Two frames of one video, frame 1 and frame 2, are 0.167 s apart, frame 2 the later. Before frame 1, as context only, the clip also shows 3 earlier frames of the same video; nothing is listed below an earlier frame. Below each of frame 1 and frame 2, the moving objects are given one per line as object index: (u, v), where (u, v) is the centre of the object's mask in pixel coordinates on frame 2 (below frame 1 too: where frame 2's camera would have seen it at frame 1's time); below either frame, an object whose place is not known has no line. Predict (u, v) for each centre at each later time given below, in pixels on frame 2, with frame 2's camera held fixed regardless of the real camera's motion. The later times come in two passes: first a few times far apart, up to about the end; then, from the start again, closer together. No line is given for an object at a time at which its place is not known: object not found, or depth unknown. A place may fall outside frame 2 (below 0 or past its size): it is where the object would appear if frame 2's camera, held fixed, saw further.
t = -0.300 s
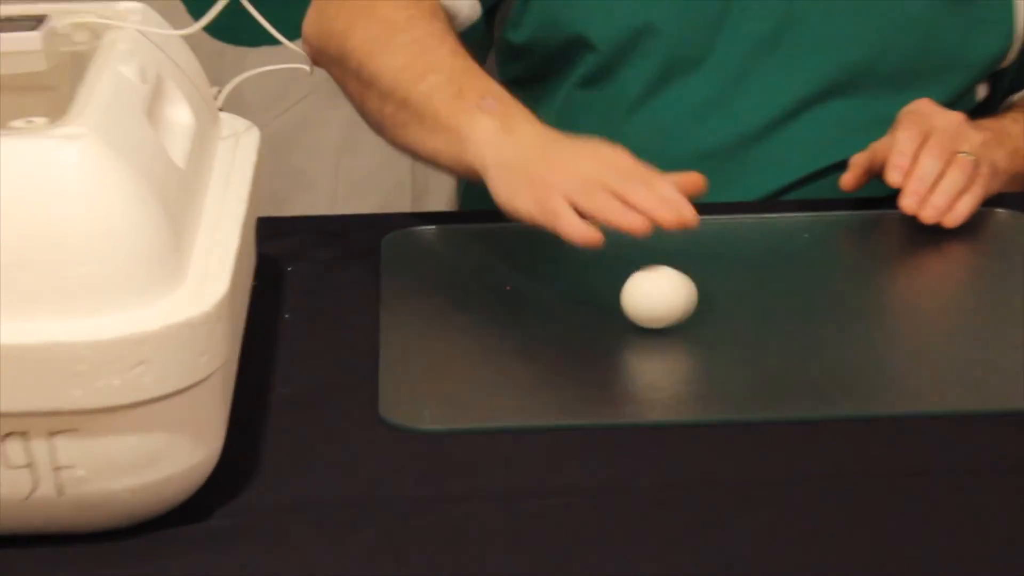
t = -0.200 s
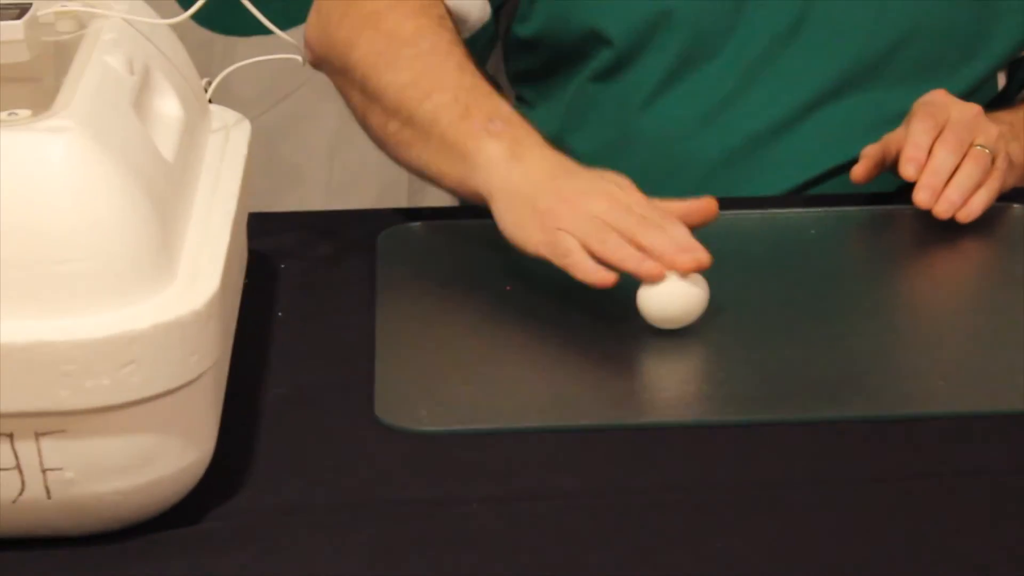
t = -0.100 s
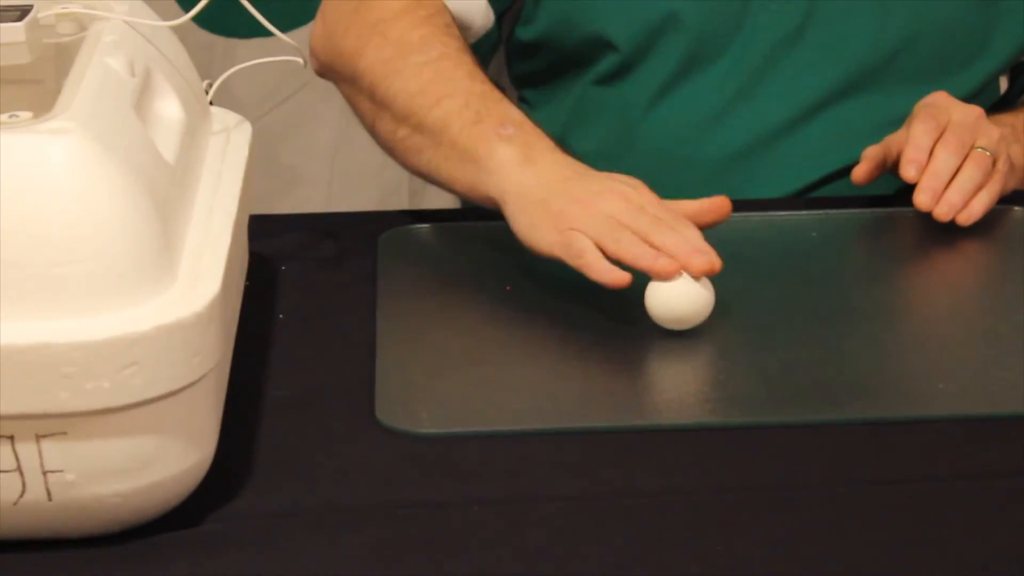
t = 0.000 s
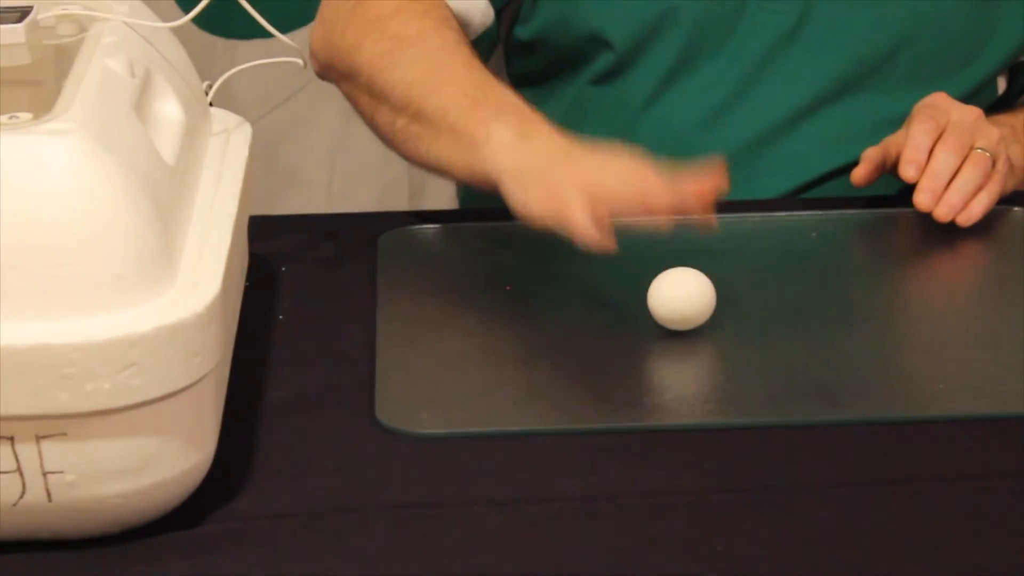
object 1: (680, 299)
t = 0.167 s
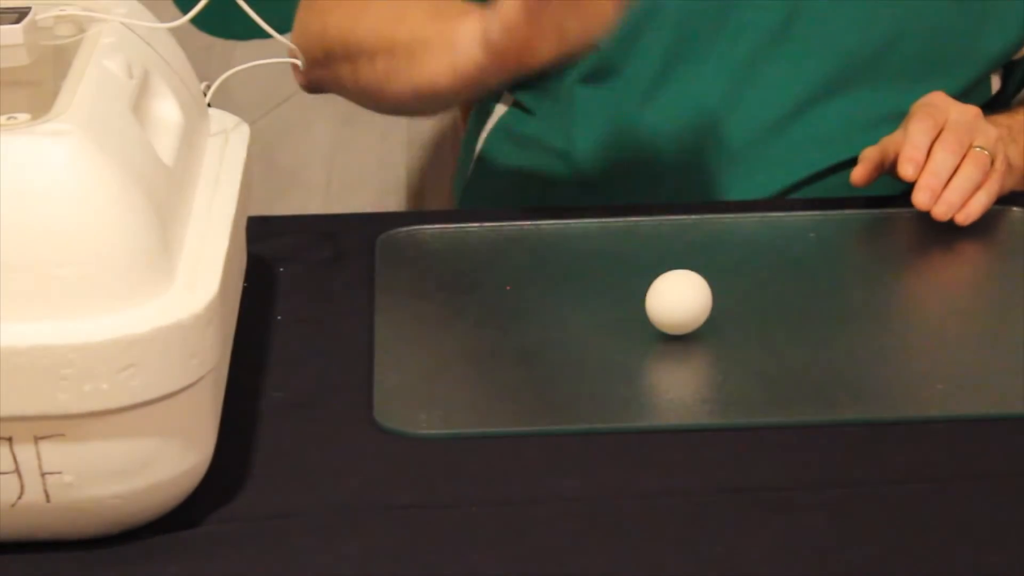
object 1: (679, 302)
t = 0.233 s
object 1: (678, 302)
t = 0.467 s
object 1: (681, 300)
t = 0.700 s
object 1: (676, 302)
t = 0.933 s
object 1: (662, 303)
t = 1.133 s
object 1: (654, 305)
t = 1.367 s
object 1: (646, 307)
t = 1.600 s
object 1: (644, 308)
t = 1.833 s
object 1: (642, 308)
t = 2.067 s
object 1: (643, 309)
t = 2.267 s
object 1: (641, 309)
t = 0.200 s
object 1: (678, 302)
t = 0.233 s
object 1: (678, 302)
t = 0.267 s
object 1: (679, 303)
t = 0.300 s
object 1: (679, 303)
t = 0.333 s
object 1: (680, 302)
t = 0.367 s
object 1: (681, 302)
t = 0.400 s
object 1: (681, 301)
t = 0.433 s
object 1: (681, 300)
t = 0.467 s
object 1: (681, 300)
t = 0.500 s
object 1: (681, 300)
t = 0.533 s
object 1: (681, 300)
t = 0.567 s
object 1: (680, 300)
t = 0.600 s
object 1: (680, 301)
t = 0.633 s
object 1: (679, 301)
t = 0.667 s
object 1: (678, 302)
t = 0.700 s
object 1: (676, 302)
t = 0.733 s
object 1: (674, 303)
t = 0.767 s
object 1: (673, 303)
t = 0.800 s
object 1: (671, 303)
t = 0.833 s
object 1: (669, 303)
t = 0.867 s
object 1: (666, 303)
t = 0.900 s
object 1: (664, 303)
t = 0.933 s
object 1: (662, 303)
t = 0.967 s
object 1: (660, 303)
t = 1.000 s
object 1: (658, 303)
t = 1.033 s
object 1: (657, 303)
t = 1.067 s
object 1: (656, 304)
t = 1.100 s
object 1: (655, 304)
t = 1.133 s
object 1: (654, 305)
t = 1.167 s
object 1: (653, 306)
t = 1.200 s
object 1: (653, 306)
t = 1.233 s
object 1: (652, 307)
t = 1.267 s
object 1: (651, 307)
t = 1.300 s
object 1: (650, 307)
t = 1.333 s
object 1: (648, 307)
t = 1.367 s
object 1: (646, 307)
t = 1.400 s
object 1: (645, 307)
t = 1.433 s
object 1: (643, 307)
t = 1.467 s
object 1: (643, 307)
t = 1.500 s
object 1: (643, 307)
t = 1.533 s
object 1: (643, 307)
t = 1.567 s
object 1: (643, 308)
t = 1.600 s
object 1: (644, 308)
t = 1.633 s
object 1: (645, 308)
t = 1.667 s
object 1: (645, 309)
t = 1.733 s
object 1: (645, 309)
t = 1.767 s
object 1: (644, 309)
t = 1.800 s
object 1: (643, 308)
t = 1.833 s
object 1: (642, 308)
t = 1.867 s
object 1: (641, 308)
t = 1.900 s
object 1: (640, 308)
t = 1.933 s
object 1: (639, 308)
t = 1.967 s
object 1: (640, 308)
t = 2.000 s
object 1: (641, 308)
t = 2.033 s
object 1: (642, 308)
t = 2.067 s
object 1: (643, 309)
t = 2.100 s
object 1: (644, 309)
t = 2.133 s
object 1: (644, 309)
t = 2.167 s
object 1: (644, 309)
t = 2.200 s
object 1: (643, 309)
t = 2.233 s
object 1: (642, 309)
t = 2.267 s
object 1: (641, 309)
